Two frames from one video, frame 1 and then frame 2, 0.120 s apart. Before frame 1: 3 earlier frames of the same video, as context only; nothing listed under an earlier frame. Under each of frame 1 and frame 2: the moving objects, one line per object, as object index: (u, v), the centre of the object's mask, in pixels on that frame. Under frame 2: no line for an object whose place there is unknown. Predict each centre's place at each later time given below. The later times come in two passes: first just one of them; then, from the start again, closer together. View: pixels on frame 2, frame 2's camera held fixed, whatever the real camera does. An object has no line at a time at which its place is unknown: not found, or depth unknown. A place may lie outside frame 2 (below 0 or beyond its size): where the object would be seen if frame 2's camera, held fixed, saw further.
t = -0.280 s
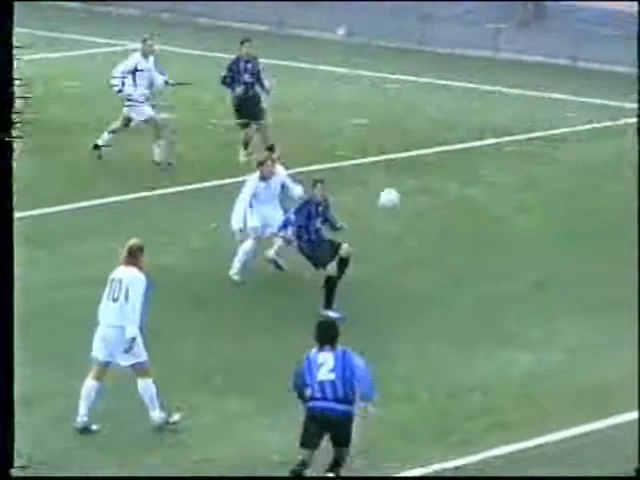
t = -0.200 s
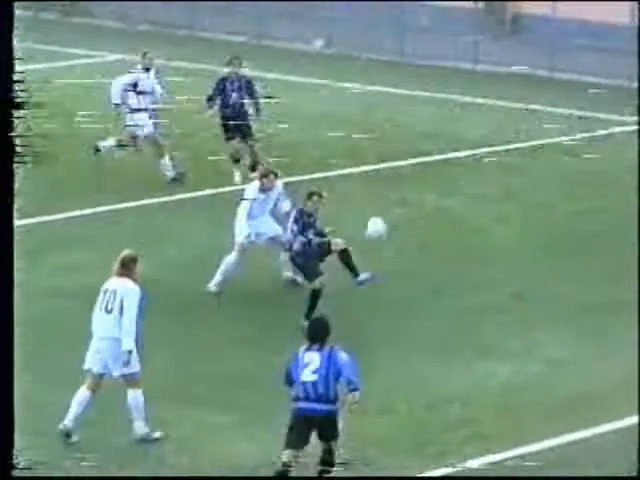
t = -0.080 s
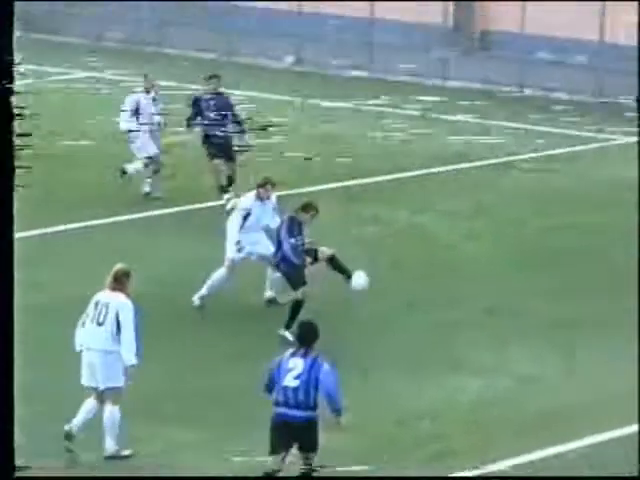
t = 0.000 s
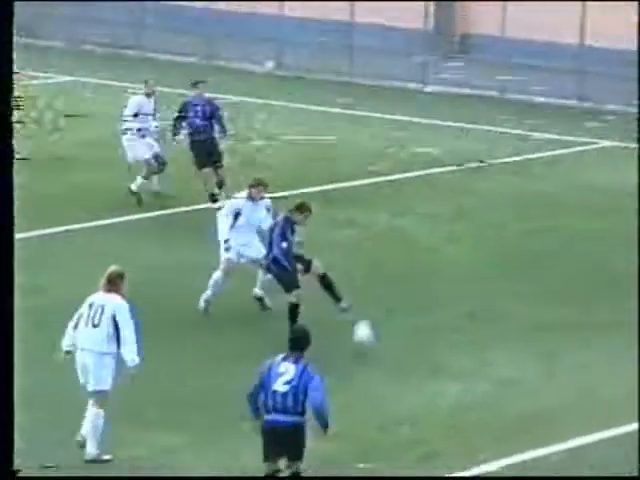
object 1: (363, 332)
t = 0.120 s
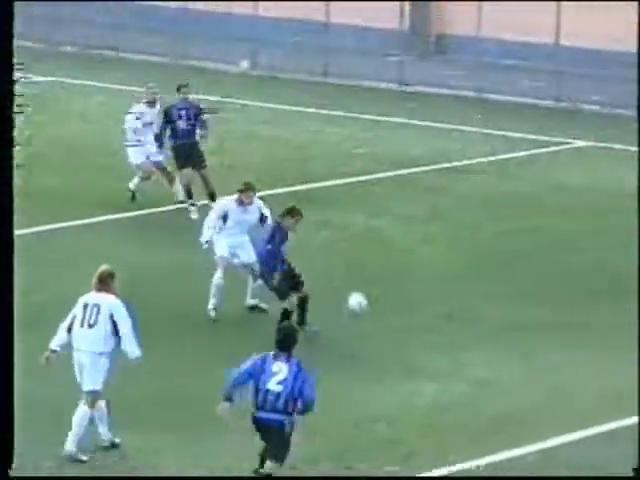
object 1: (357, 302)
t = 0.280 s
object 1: (376, 258)
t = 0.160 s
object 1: (362, 289)
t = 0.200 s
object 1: (368, 277)
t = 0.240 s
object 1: (372, 267)
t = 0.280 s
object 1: (376, 258)
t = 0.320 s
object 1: (381, 251)
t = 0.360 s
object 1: (386, 246)
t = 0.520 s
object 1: (408, 237)
